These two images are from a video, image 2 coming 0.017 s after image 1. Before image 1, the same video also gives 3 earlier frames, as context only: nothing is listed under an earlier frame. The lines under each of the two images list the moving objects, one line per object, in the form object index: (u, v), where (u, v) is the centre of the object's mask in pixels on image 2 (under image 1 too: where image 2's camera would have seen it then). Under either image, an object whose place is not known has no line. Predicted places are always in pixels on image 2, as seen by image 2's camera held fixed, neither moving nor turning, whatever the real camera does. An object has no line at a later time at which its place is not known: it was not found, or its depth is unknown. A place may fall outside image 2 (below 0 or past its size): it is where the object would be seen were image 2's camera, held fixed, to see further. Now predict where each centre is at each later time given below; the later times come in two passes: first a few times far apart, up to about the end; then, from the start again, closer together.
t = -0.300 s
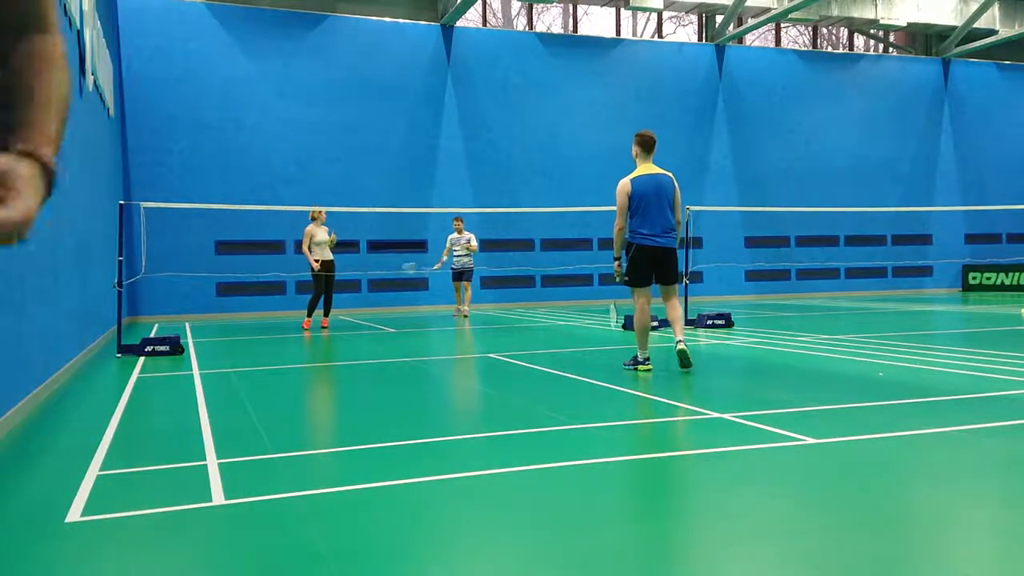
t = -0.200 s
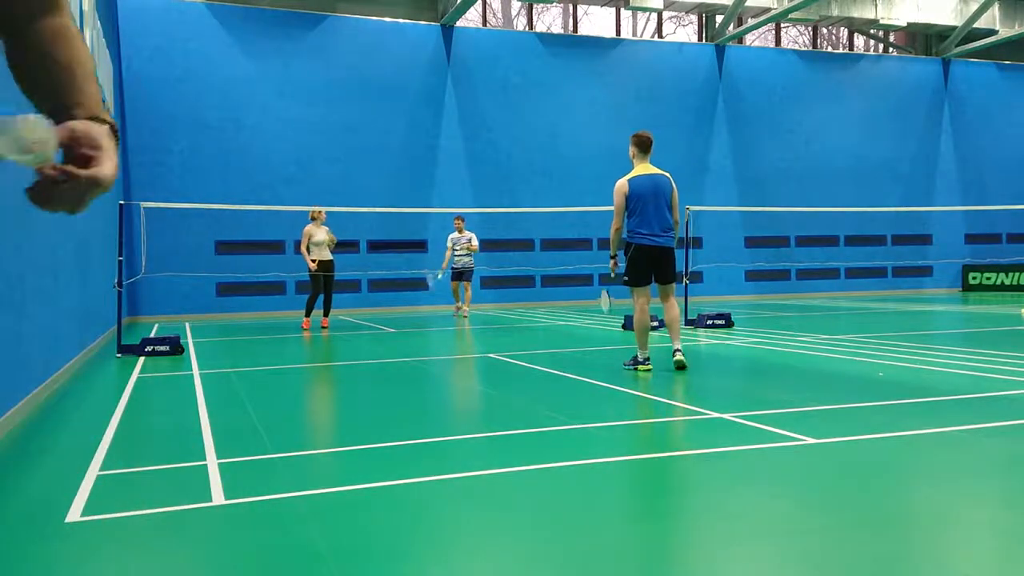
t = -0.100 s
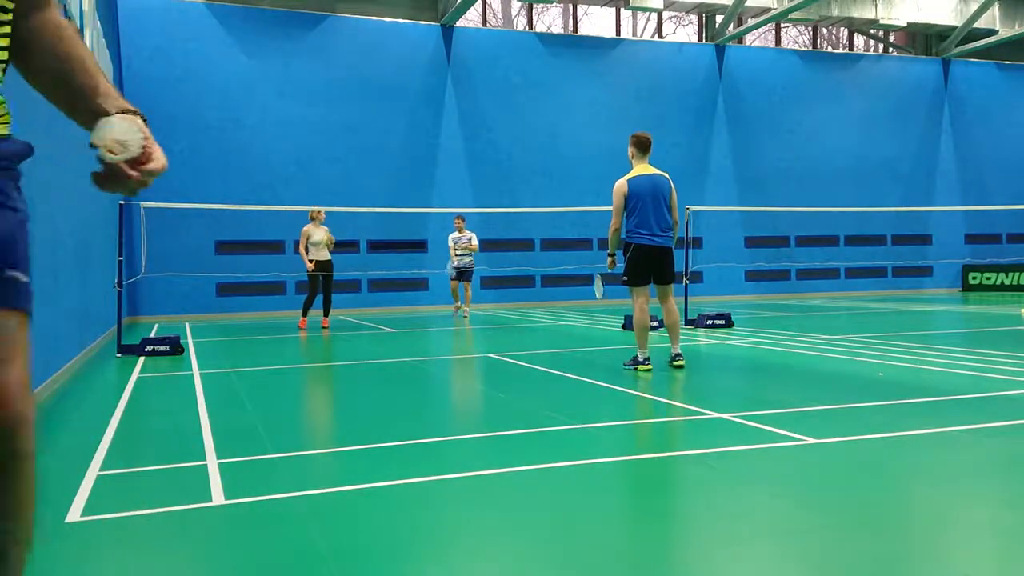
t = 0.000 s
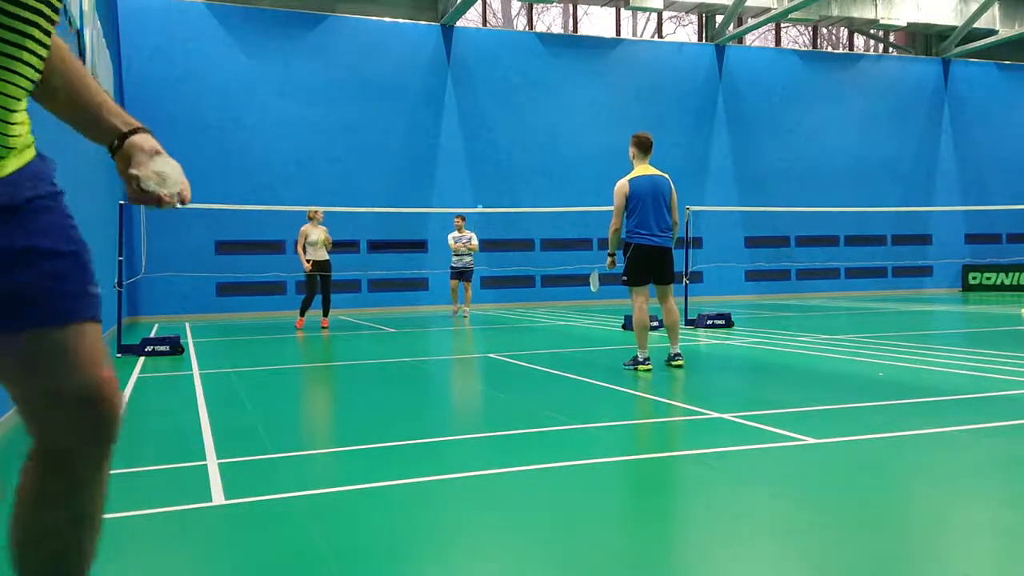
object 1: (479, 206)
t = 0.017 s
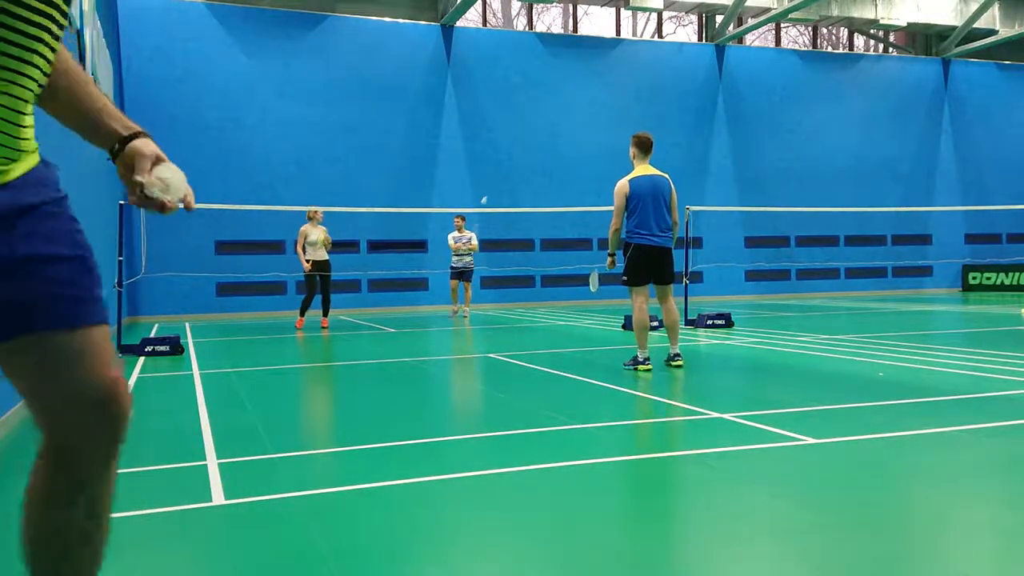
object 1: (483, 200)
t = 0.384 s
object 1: (566, 101)
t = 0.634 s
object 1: (616, 104)
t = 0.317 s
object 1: (552, 109)
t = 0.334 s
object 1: (556, 106)
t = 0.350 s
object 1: (560, 104)
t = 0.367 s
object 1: (563, 102)
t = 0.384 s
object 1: (566, 101)
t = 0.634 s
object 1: (616, 104)
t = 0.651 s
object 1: (619, 107)
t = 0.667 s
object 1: (623, 109)
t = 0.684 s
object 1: (626, 112)
